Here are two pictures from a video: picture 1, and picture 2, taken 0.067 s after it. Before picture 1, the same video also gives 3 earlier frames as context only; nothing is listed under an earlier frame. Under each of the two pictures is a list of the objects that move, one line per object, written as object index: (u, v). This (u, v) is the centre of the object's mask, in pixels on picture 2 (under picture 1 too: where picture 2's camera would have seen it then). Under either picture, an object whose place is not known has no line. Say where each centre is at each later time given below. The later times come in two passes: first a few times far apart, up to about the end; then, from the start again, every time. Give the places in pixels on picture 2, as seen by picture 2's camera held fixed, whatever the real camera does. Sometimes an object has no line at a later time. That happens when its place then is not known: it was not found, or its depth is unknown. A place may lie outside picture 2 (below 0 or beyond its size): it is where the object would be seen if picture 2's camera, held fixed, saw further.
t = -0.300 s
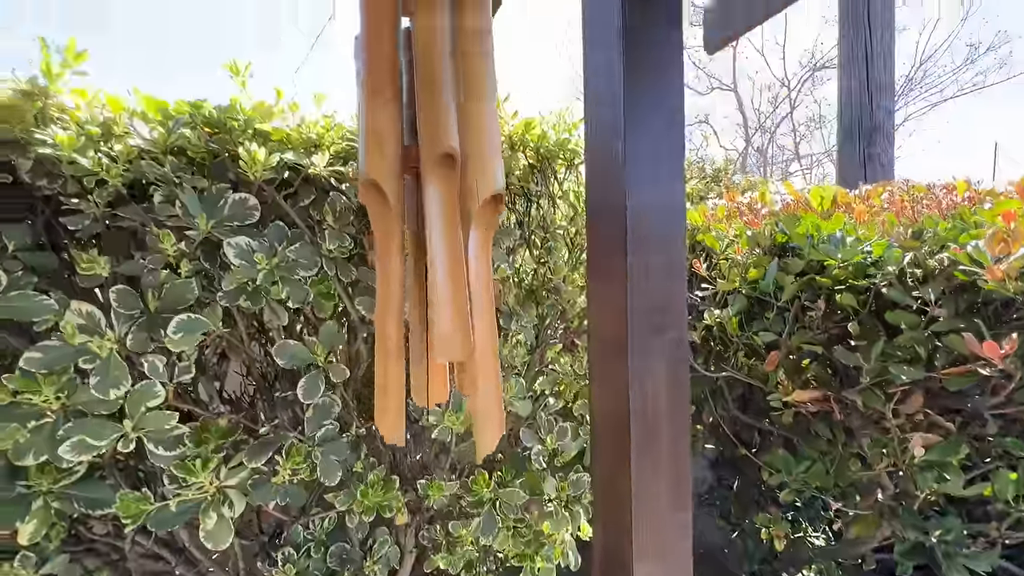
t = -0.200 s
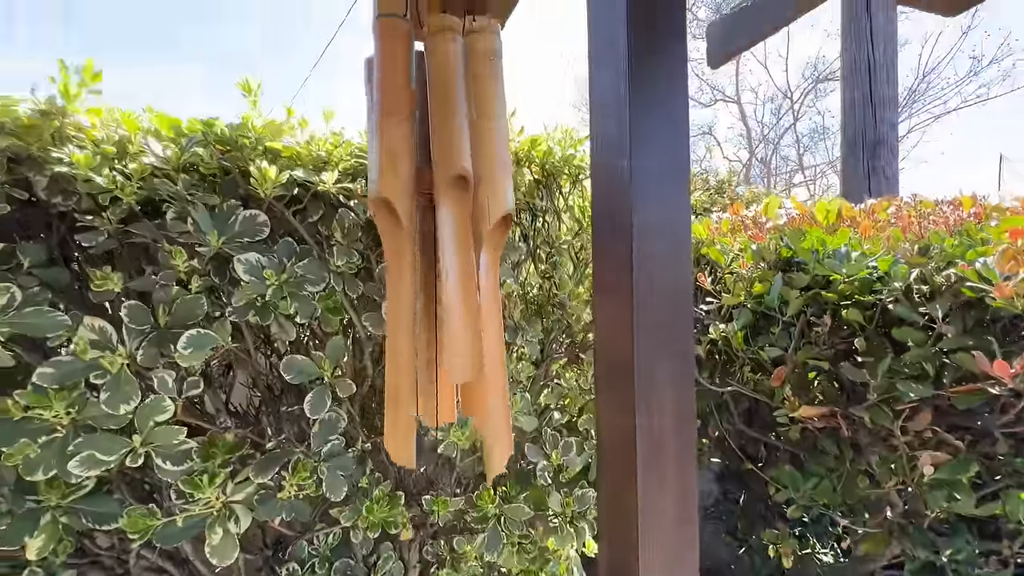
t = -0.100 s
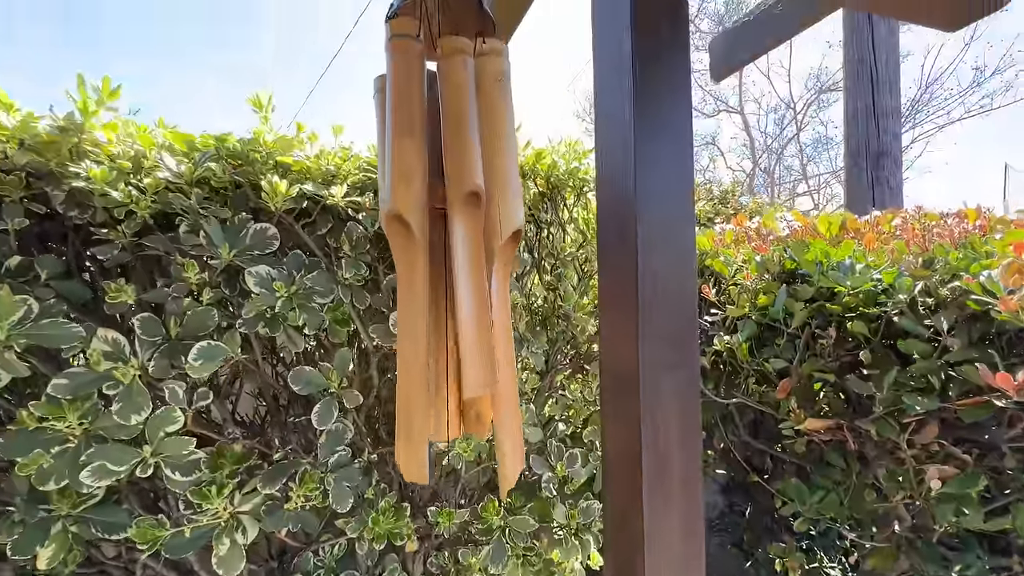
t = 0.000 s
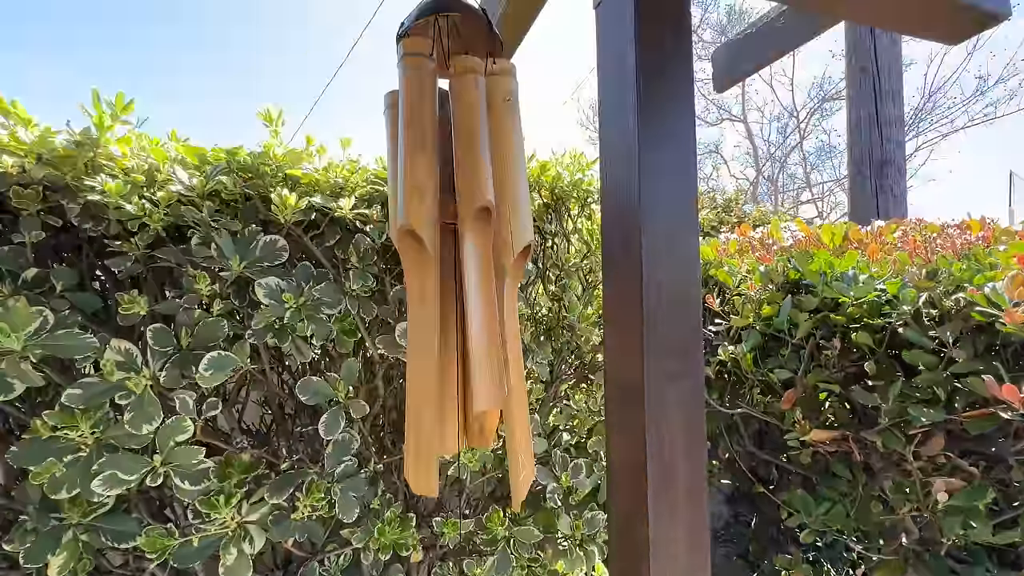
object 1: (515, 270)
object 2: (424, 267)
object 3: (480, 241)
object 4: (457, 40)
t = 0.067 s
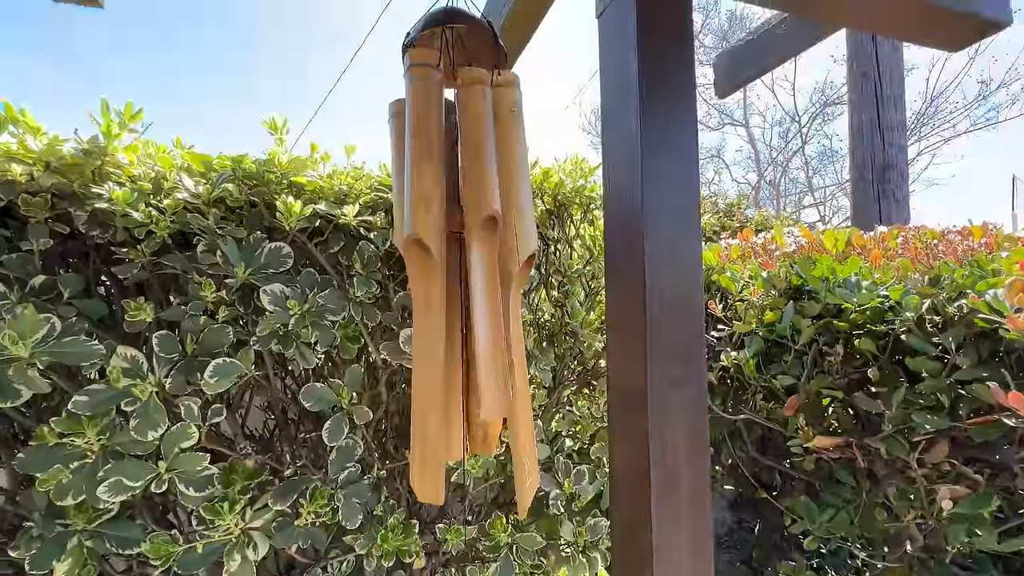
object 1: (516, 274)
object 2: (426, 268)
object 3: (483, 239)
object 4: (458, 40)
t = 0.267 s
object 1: (514, 276)
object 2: (431, 284)
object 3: (486, 237)
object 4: (459, 43)
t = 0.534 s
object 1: (505, 272)
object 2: (425, 282)
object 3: (482, 244)
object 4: (457, 50)
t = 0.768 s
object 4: (455, 50)
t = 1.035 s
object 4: (454, 48)
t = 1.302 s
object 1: (502, 281)
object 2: (411, 272)
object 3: (463, 255)
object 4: (452, 48)
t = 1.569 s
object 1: (496, 286)
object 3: (449, 258)
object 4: (453, 48)
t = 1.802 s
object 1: (494, 291)
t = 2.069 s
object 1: (491, 295)
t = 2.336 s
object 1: (485, 299)
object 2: (400, 283)
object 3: (427, 259)
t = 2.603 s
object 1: (477, 301)
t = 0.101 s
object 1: (516, 275)
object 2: (427, 273)
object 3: (483, 239)
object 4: (459, 41)
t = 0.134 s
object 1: (516, 276)
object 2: (429, 276)
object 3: (484, 238)
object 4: (459, 41)
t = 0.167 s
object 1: (516, 275)
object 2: (431, 283)
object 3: (485, 239)
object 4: (460, 40)
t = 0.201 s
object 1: (516, 275)
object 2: (432, 285)
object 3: (486, 239)
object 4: (458, 43)
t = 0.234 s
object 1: (515, 276)
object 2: (432, 284)
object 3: (486, 240)
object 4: (459, 41)
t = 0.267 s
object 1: (514, 276)
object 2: (431, 284)
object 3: (486, 237)
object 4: (459, 43)
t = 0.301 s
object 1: (513, 276)
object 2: (431, 283)
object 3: (486, 239)
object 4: (460, 44)
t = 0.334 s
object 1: (512, 276)
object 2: (430, 284)
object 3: (486, 240)
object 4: (458, 46)
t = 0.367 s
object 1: (511, 273)
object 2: (430, 285)
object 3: (486, 242)
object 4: (458, 47)
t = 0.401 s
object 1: (509, 273)
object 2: (429, 285)
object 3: (485, 243)
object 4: (458, 47)
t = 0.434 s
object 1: (508, 274)
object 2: (429, 285)
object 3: (485, 242)
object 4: (459, 48)
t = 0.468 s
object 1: (507, 272)
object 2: (428, 285)
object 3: (484, 242)
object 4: (459, 48)
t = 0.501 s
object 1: (505, 277)
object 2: (427, 285)
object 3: (482, 247)
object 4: (457, 49)
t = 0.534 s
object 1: (505, 272)
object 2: (425, 282)
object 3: (482, 244)
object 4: (457, 50)
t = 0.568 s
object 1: (504, 273)
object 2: (424, 283)
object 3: (481, 245)
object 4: (457, 50)
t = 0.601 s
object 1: (503, 273)
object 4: (456, 50)
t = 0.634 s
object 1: (503, 270)
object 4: (456, 51)
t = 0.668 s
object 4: (456, 51)
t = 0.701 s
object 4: (456, 50)
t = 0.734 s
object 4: (455, 51)
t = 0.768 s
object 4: (455, 50)
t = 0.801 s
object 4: (455, 50)
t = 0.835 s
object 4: (455, 50)
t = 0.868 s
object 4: (455, 50)
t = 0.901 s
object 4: (455, 49)
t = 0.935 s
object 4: (455, 49)
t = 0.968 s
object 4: (455, 48)
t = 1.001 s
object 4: (455, 48)
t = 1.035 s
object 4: (454, 48)
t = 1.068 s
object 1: (506, 281)
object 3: (471, 252)
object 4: (454, 48)
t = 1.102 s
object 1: (506, 282)
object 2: (414, 270)
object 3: (470, 252)
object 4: (454, 47)
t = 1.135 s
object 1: (505, 282)
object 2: (413, 271)
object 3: (469, 252)
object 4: (454, 47)
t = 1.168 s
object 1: (505, 281)
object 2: (413, 270)
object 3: (468, 253)
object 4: (453, 47)
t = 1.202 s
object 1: (504, 281)
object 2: (413, 272)
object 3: (468, 252)
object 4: (453, 47)
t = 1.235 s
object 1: (503, 280)
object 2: (412, 273)
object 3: (466, 253)
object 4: (452, 47)
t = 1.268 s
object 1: (503, 279)
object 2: (412, 273)
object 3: (465, 253)
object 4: (452, 47)
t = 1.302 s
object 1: (502, 281)
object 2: (411, 272)
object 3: (463, 255)
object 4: (452, 48)
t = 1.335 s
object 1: (501, 281)
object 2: (411, 269)
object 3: (462, 255)
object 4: (452, 48)
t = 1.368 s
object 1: (500, 282)
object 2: (410, 267)
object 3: (460, 257)
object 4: (452, 48)
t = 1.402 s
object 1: (499, 283)
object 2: (409, 270)
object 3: (458, 257)
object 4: (452, 47)
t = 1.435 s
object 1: (498, 286)
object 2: (408, 273)
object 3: (456, 259)
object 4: (457, 47)
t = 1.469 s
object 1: (497, 285)
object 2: (409, 273)
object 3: (454, 258)
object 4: (451, 48)
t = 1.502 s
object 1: (496, 285)
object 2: (409, 275)
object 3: (452, 258)
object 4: (455, 48)
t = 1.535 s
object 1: (496, 286)
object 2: (408, 276)
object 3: (451, 259)
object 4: (454, 48)
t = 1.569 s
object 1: (496, 286)
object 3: (449, 258)
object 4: (453, 48)
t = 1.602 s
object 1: (495, 286)
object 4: (450, 49)
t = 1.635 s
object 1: (495, 287)
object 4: (451, 49)
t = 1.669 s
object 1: (495, 288)
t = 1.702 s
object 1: (495, 289)
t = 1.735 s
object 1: (495, 289)
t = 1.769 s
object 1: (495, 289)
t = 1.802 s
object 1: (494, 291)
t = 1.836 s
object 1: (494, 292)
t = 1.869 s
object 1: (494, 292)
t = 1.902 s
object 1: (493, 293)
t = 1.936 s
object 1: (493, 294)
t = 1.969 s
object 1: (493, 295)
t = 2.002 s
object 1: (492, 295)
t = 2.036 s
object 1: (492, 295)
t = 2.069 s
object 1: (491, 295)
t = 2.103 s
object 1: (491, 297)
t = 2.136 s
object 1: (490, 298)
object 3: (433, 259)
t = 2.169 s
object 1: (489, 298)
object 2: (402, 273)
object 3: (432, 259)
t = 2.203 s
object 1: (488, 297)
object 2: (402, 274)
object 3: (431, 259)
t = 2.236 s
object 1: (487, 298)
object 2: (401, 276)
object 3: (430, 259)
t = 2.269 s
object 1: (487, 298)
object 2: (401, 278)
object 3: (429, 259)
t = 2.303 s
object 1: (486, 298)
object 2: (400, 281)
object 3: (428, 259)
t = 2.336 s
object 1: (485, 299)
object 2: (400, 283)
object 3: (427, 259)
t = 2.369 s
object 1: (484, 298)
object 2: (399, 284)
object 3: (425, 259)
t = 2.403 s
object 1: (482, 302)
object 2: (398, 285)
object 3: (424, 258)
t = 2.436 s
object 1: (481, 302)
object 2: (397, 286)
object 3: (423, 257)
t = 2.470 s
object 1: (480, 303)
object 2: (397, 289)
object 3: (422, 258)
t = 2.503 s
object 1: (480, 302)
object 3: (422, 257)
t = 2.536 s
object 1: (479, 302)
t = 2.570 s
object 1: (477, 301)
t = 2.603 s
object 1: (477, 301)
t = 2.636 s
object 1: (476, 299)
